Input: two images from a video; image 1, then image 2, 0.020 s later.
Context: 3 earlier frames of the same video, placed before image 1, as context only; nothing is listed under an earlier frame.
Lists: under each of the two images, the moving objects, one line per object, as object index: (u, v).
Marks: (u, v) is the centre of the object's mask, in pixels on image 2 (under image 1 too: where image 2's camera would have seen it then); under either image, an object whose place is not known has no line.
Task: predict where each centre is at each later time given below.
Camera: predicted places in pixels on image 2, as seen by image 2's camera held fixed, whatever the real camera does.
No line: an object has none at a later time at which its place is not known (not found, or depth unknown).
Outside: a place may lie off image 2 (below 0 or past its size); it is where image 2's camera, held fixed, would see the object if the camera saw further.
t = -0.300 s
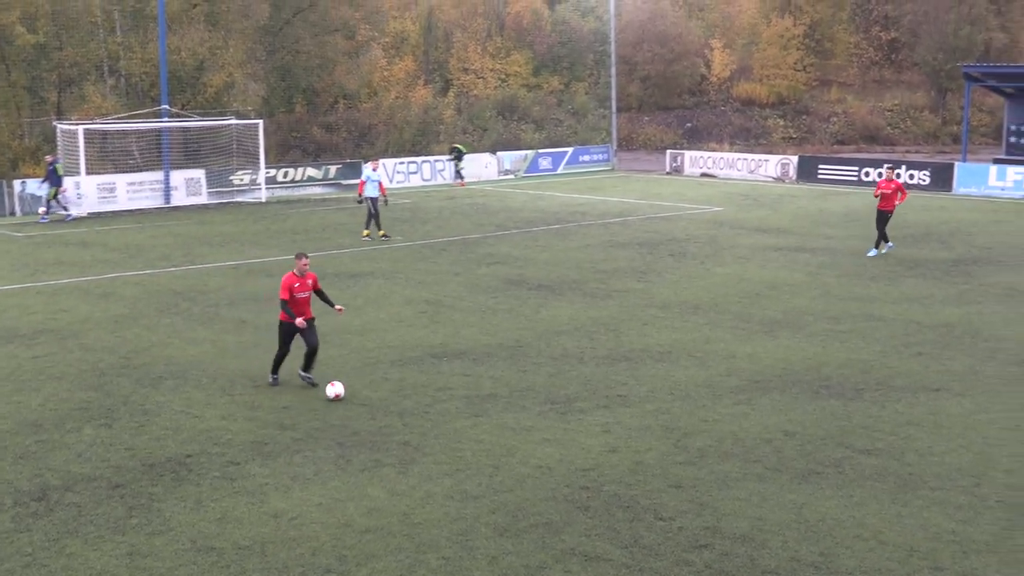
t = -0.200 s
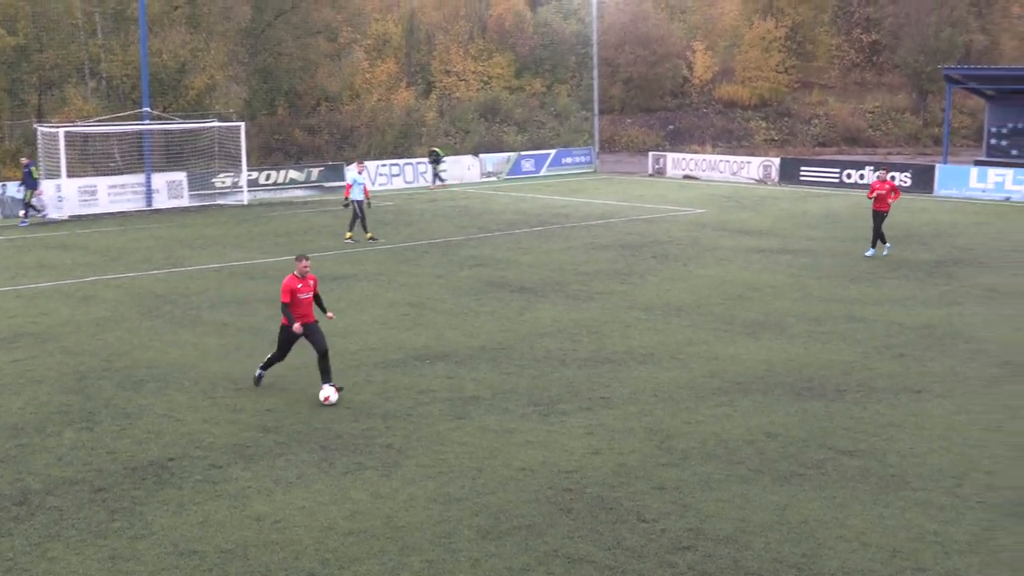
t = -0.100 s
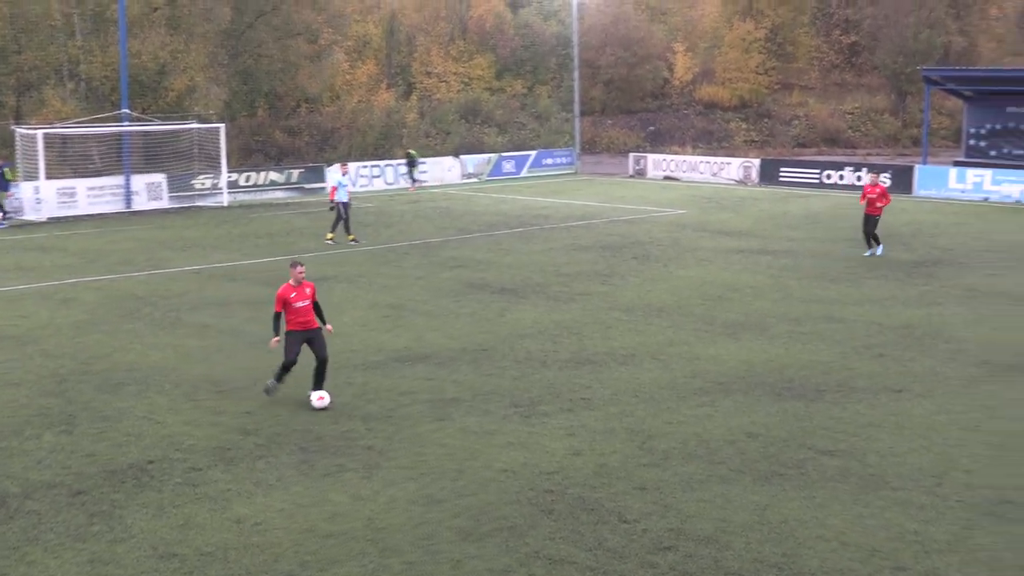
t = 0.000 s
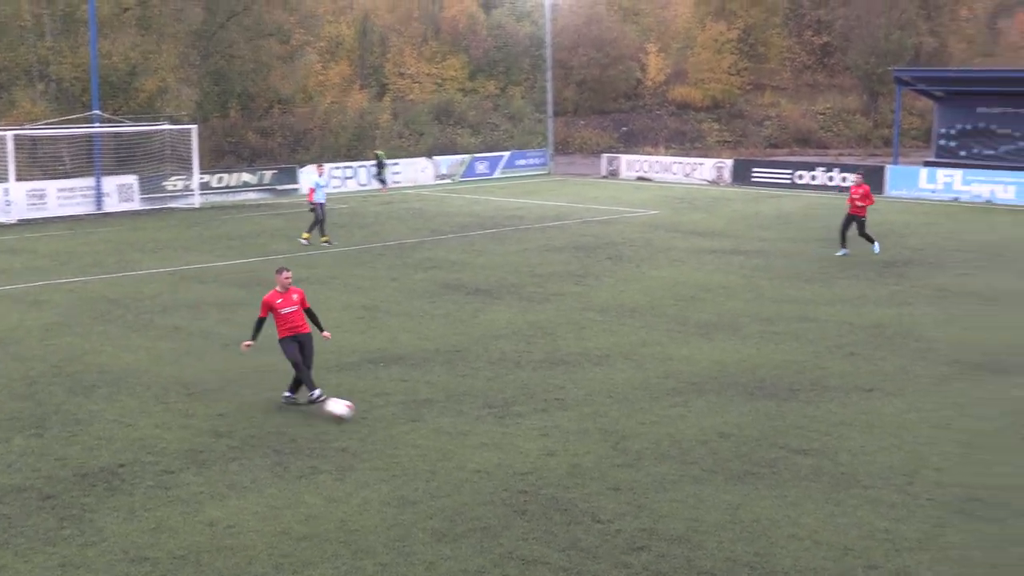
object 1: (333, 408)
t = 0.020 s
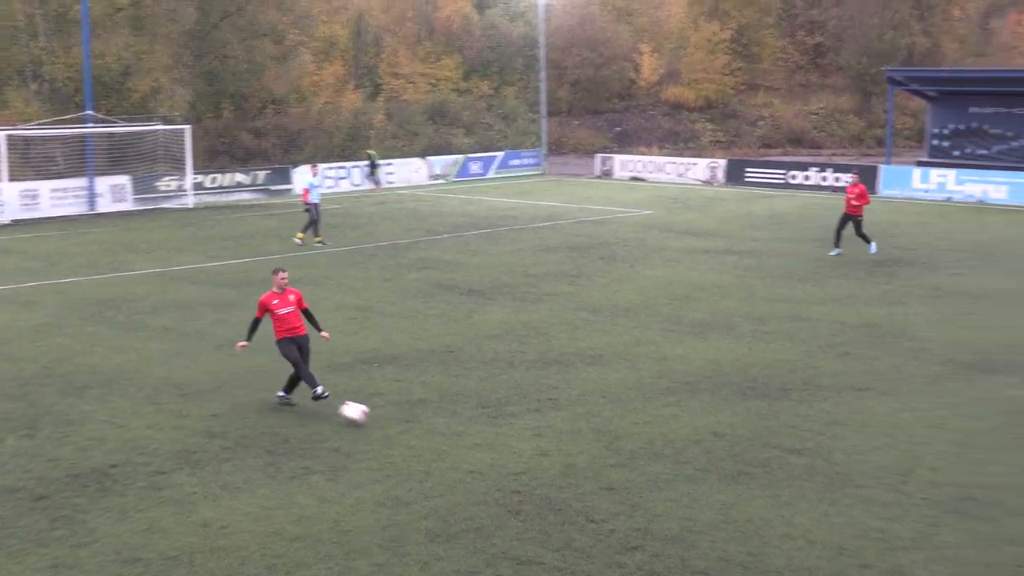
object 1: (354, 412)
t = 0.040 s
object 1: (376, 416)
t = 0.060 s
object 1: (399, 420)
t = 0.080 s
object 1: (422, 424)
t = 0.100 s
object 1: (446, 429)
